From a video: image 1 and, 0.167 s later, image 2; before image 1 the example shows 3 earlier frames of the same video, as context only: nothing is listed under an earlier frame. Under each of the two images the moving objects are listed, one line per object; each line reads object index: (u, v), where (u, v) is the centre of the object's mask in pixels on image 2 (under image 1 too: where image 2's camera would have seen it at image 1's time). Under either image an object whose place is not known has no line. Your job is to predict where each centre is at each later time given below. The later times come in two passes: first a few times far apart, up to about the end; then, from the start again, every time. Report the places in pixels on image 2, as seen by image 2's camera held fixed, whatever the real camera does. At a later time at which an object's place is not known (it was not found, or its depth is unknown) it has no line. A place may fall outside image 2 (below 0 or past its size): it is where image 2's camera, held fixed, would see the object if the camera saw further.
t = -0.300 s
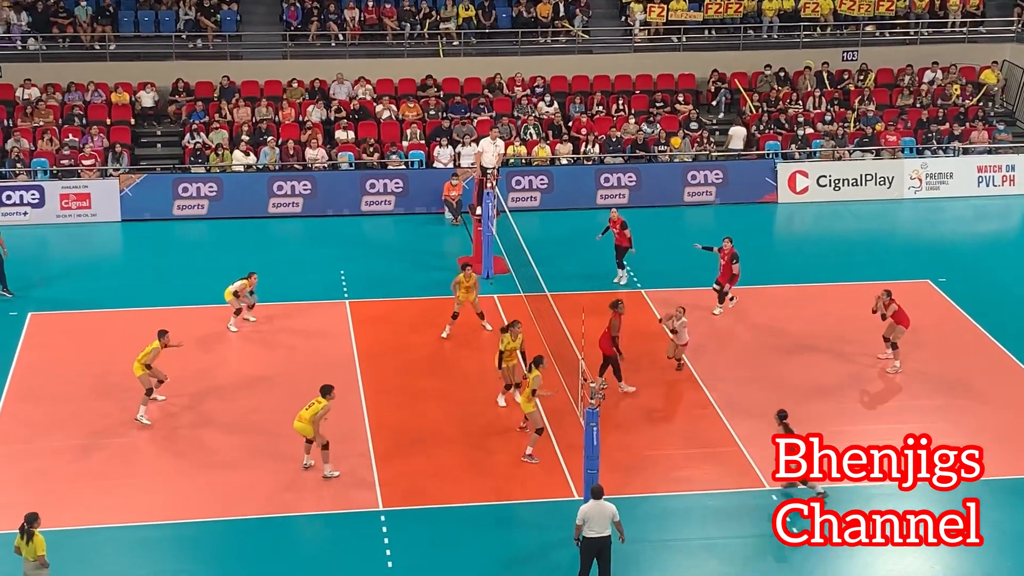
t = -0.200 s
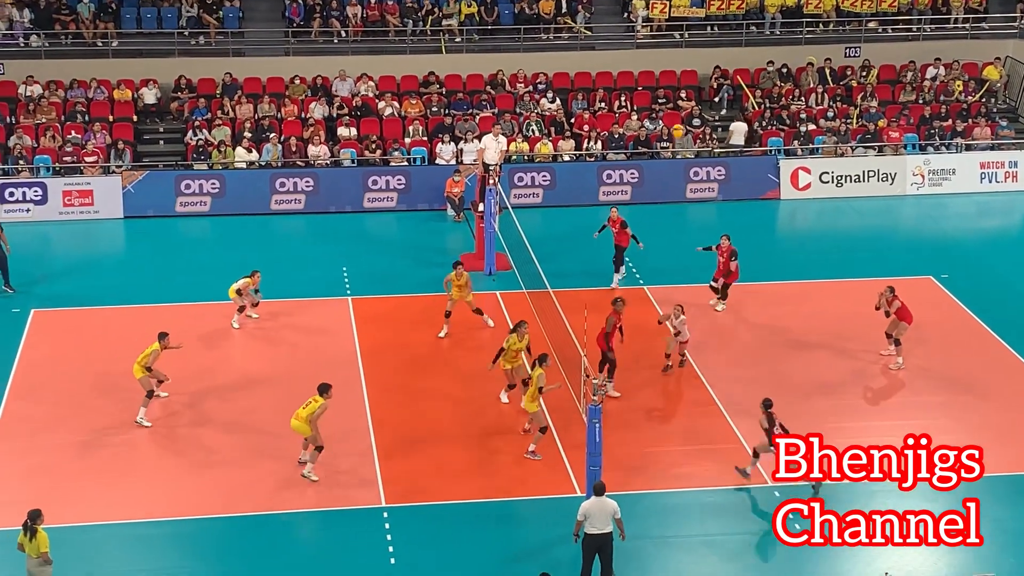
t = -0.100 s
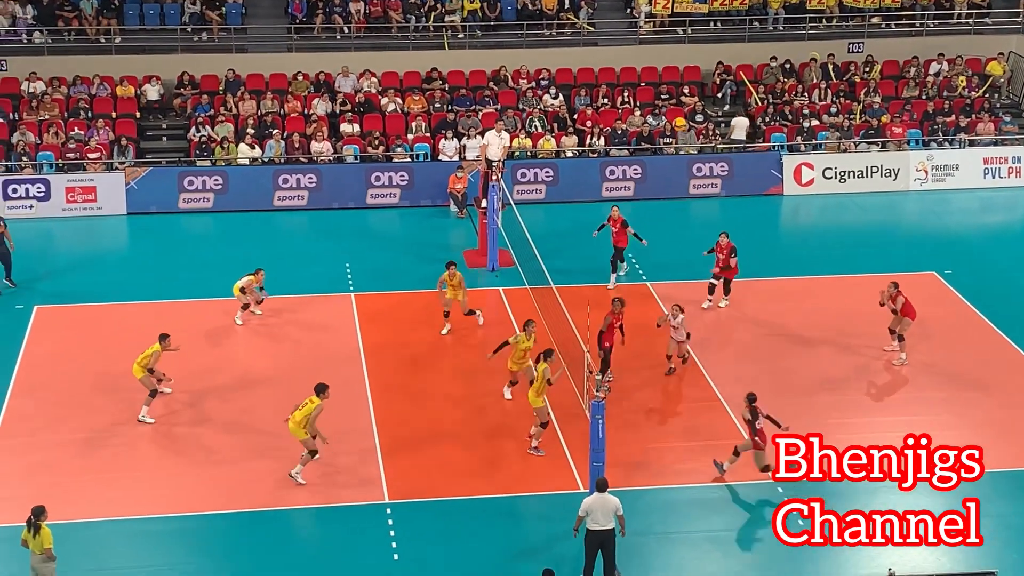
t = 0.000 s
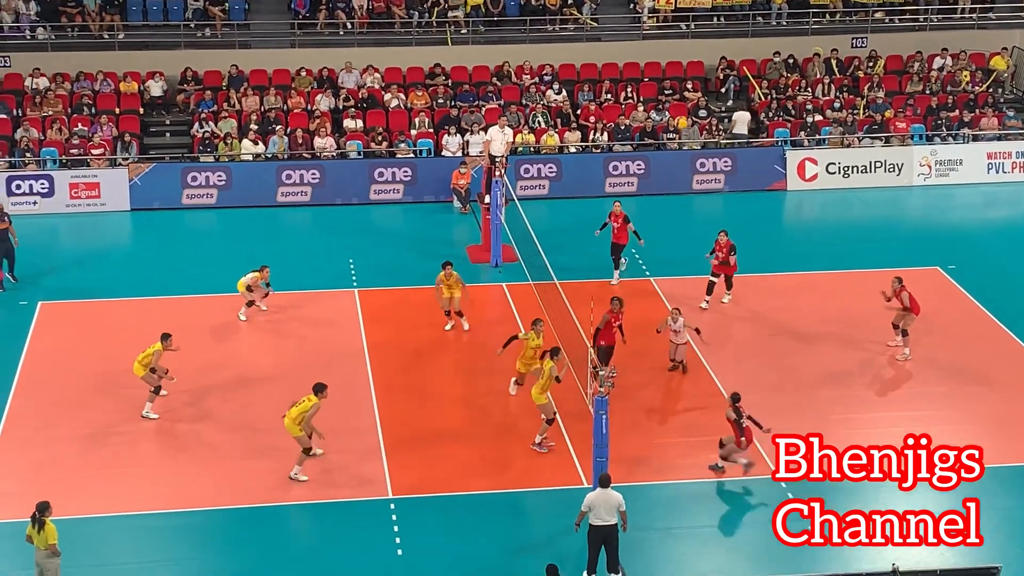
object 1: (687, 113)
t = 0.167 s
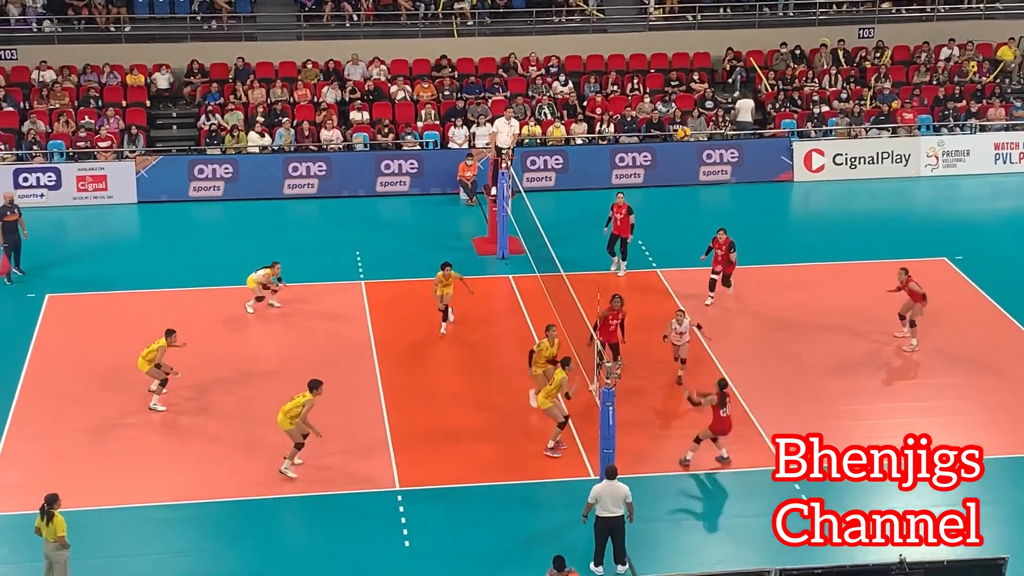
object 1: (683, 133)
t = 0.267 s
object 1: (682, 153)
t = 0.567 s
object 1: (672, 249)
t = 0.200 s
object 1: (683, 139)
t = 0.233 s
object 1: (682, 146)
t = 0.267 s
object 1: (682, 153)
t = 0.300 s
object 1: (681, 162)
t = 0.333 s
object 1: (680, 170)
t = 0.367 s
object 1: (679, 180)
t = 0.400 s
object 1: (678, 189)
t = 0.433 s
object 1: (677, 200)
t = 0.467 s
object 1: (676, 211)
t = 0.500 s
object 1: (675, 224)
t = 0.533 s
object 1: (674, 236)
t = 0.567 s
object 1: (672, 249)
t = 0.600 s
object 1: (671, 262)
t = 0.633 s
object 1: (670, 276)
